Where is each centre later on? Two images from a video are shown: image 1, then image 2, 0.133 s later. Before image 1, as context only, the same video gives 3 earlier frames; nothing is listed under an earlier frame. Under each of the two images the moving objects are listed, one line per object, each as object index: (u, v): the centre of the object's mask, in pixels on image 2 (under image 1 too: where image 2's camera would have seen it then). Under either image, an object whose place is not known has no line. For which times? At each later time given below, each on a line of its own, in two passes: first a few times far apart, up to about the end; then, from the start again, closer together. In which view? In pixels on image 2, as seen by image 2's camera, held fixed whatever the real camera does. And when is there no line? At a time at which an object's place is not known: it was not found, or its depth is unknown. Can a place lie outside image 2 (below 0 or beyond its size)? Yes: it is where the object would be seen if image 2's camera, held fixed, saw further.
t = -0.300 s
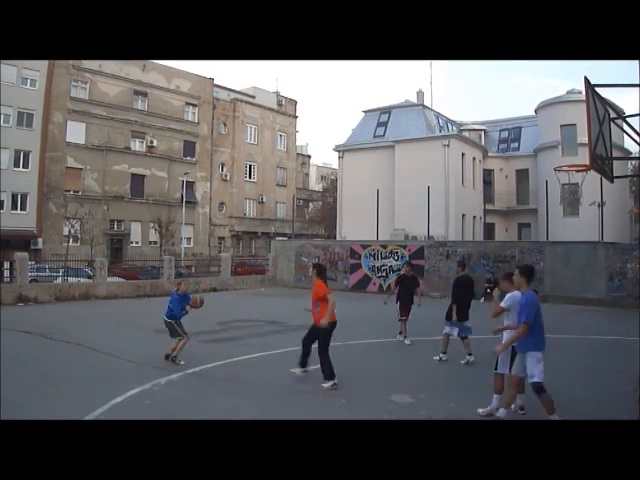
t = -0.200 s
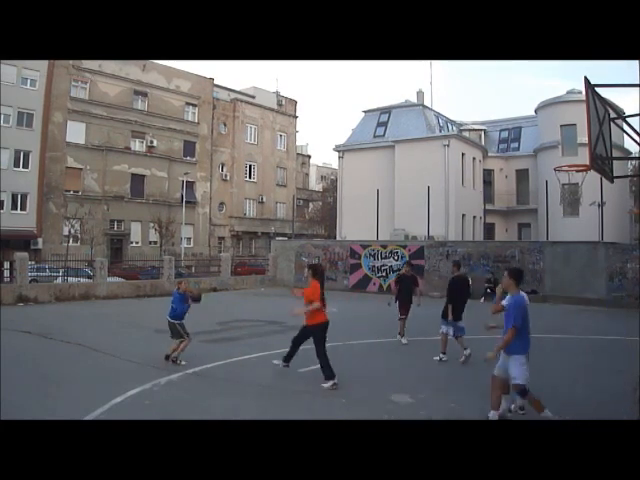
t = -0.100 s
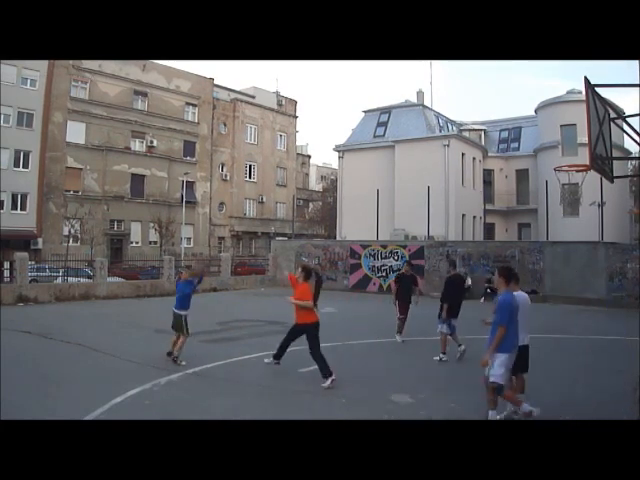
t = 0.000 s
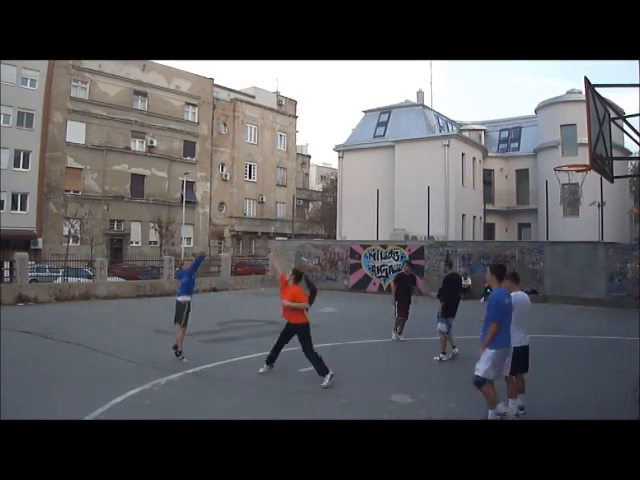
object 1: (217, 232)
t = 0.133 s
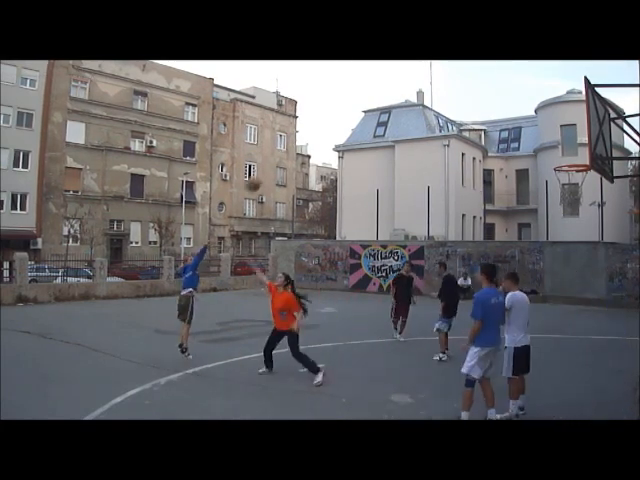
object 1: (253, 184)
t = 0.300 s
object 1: (300, 137)
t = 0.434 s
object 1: (338, 110)
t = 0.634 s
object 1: (404, 91)
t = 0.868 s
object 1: (483, 101)
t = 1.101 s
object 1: (565, 152)
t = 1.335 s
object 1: (564, 226)
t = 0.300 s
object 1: (300, 137)
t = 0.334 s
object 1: (310, 129)
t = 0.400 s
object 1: (328, 116)
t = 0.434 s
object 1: (338, 110)
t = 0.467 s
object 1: (348, 105)
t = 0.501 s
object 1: (361, 101)
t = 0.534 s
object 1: (372, 98)
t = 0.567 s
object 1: (383, 95)
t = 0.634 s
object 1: (404, 91)
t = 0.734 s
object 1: (438, 90)
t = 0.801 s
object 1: (460, 94)
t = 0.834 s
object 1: (472, 97)
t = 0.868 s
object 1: (483, 101)
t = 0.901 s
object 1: (495, 106)
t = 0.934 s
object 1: (507, 111)
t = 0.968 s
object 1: (516, 117)
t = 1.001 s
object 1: (528, 124)
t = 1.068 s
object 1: (552, 143)
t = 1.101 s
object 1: (565, 152)
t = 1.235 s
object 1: (573, 198)
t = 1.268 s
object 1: (570, 202)
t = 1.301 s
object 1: (567, 216)
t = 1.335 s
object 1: (564, 226)
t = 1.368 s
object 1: (561, 237)
